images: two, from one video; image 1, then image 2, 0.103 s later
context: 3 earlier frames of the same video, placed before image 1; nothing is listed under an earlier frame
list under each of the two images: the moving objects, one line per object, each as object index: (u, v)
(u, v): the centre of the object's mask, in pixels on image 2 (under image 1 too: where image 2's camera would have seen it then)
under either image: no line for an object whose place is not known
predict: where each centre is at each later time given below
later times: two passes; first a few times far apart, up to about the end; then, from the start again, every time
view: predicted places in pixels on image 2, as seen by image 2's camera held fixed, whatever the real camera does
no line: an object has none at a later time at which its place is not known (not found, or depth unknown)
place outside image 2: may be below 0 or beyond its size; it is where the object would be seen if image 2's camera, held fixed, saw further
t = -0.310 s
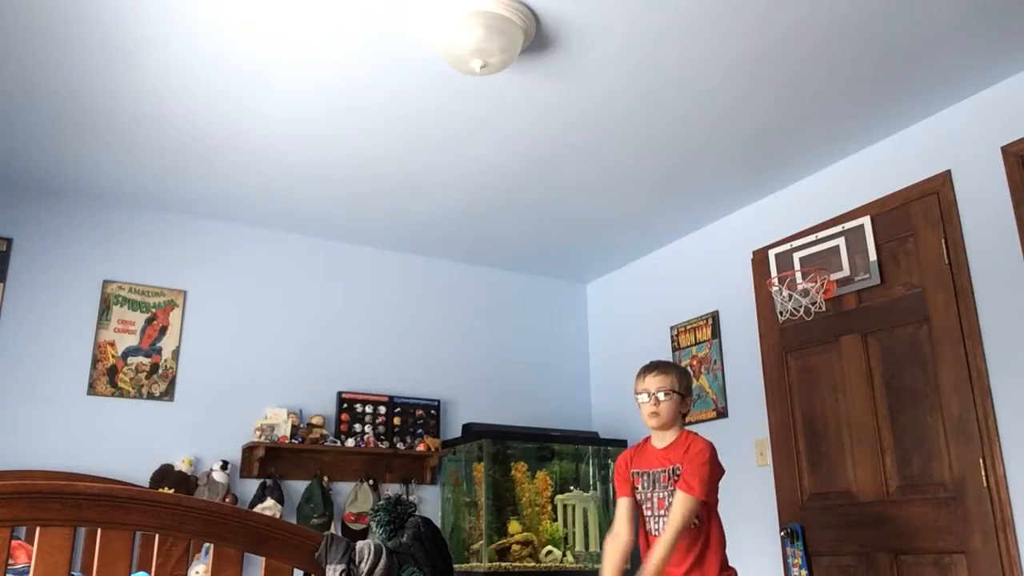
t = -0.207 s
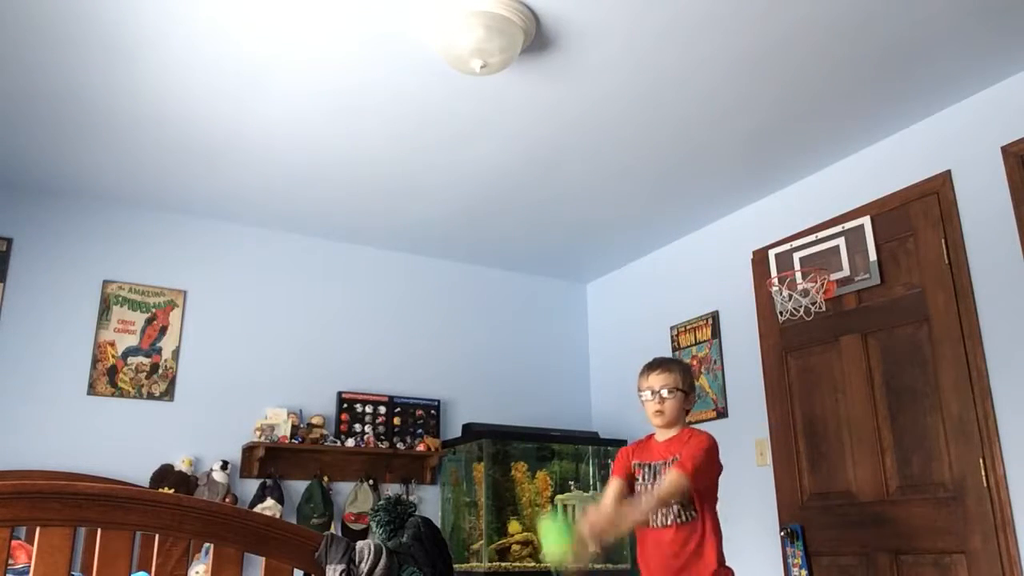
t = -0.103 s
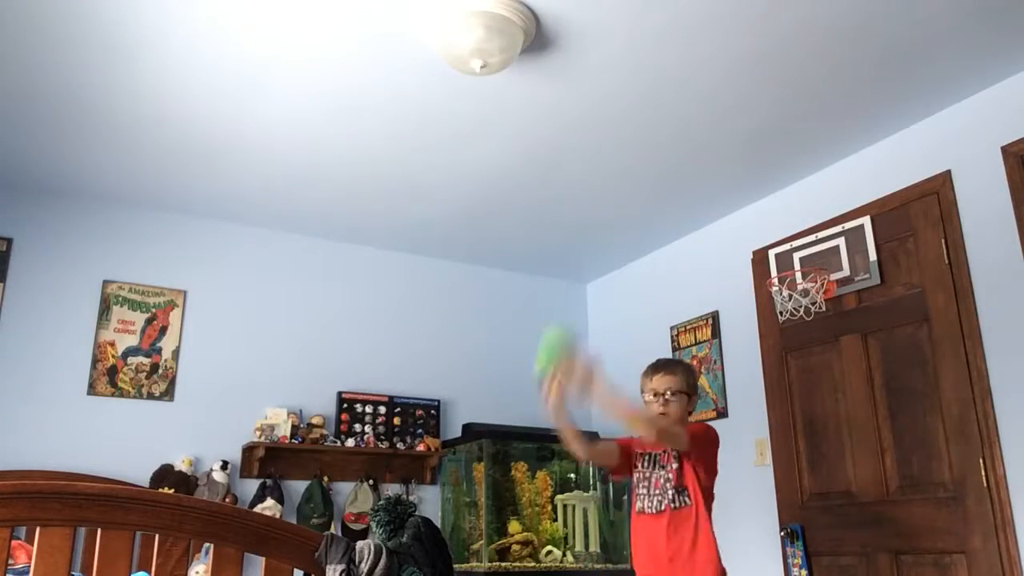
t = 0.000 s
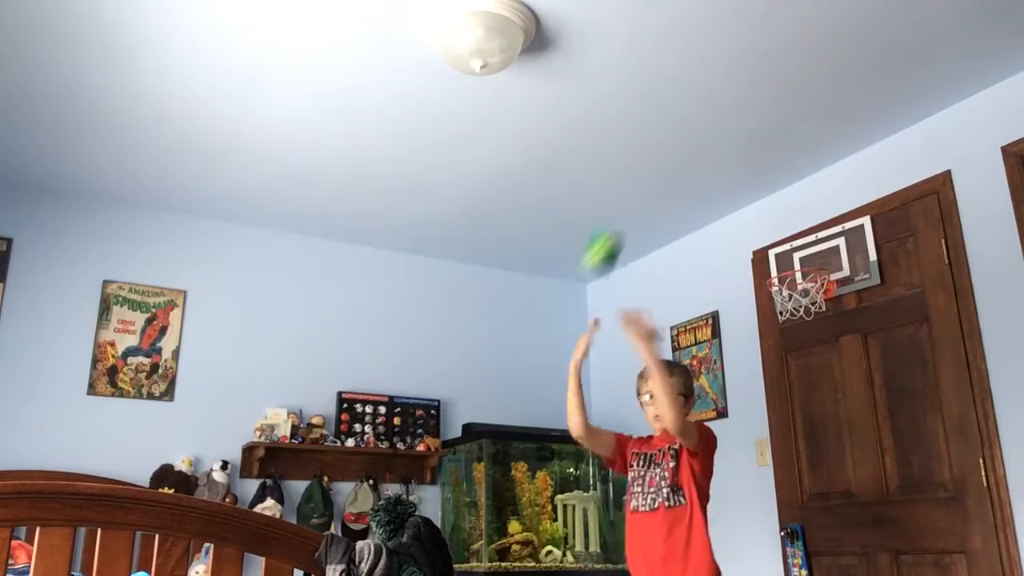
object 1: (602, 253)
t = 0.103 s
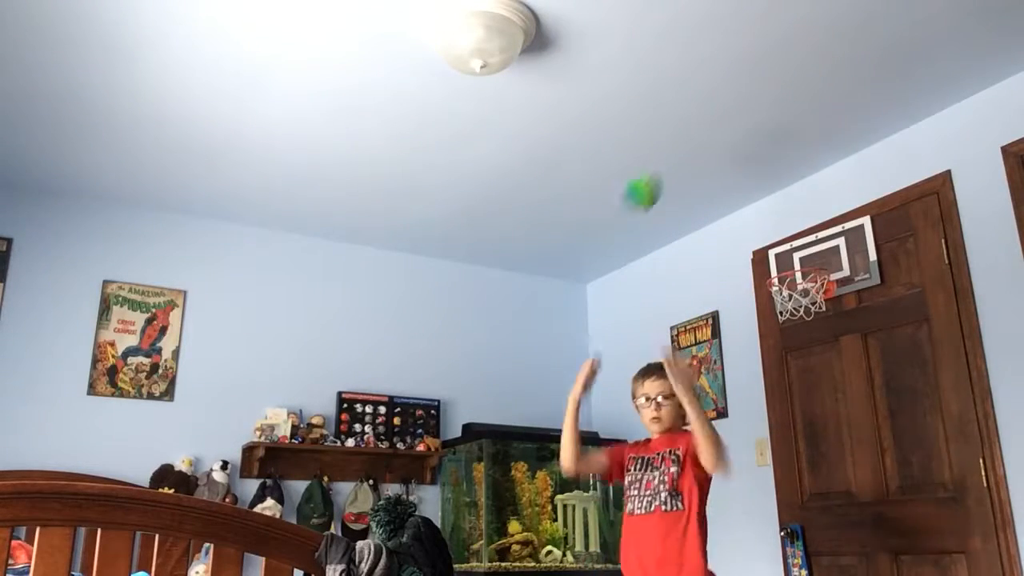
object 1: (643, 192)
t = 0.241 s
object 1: (689, 167)
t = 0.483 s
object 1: (766, 224)
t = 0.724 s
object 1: (746, 264)
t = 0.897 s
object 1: (701, 302)
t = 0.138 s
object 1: (655, 181)
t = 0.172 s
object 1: (666, 174)
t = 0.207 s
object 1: (677, 169)
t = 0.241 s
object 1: (689, 167)
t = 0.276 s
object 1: (700, 168)
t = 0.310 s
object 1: (711, 171)
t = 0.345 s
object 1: (722, 177)
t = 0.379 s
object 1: (733, 185)
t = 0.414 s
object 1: (744, 196)
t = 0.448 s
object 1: (755, 208)
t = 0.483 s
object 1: (766, 224)
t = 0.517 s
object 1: (777, 241)
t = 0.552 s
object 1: (789, 261)
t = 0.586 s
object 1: (789, 274)
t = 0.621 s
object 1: (776, 267)
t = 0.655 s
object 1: (767, 266)
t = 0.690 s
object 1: (756, 263)
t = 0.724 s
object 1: (746, 264)
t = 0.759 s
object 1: (736, 267)
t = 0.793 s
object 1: (727, 273)
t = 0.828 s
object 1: (718, 280)
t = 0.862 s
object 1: (709, 290)
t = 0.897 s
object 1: (701, 302)
